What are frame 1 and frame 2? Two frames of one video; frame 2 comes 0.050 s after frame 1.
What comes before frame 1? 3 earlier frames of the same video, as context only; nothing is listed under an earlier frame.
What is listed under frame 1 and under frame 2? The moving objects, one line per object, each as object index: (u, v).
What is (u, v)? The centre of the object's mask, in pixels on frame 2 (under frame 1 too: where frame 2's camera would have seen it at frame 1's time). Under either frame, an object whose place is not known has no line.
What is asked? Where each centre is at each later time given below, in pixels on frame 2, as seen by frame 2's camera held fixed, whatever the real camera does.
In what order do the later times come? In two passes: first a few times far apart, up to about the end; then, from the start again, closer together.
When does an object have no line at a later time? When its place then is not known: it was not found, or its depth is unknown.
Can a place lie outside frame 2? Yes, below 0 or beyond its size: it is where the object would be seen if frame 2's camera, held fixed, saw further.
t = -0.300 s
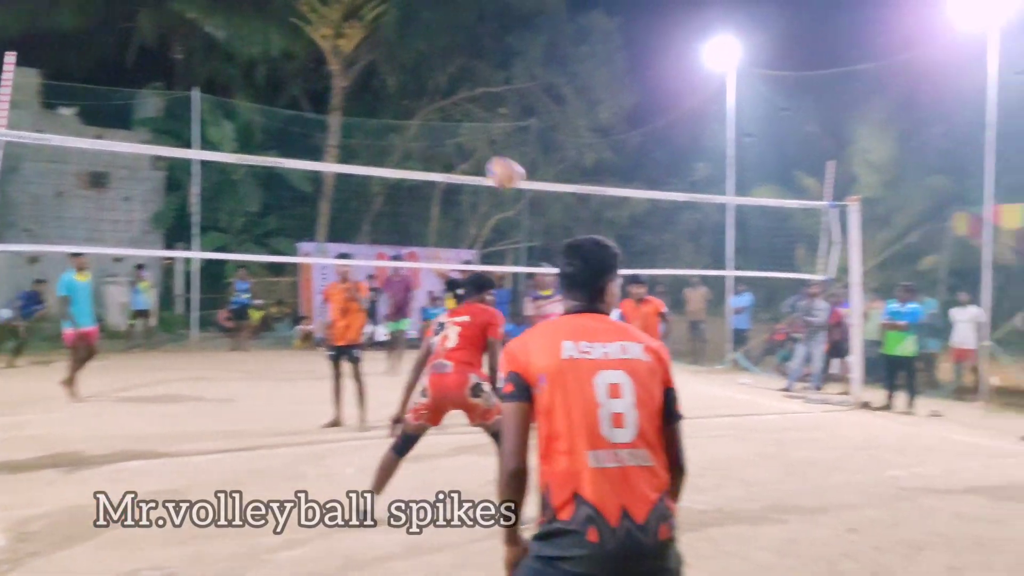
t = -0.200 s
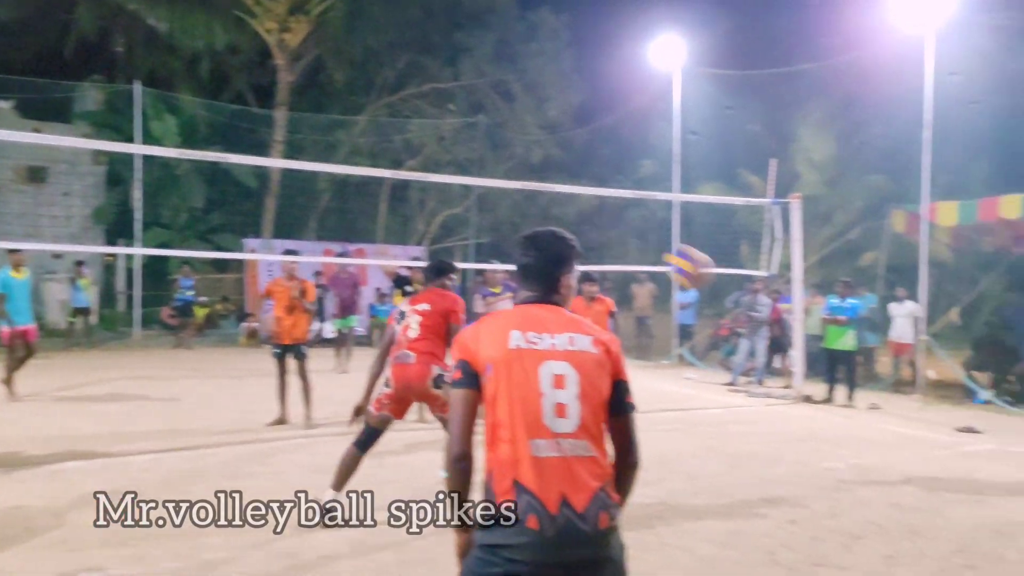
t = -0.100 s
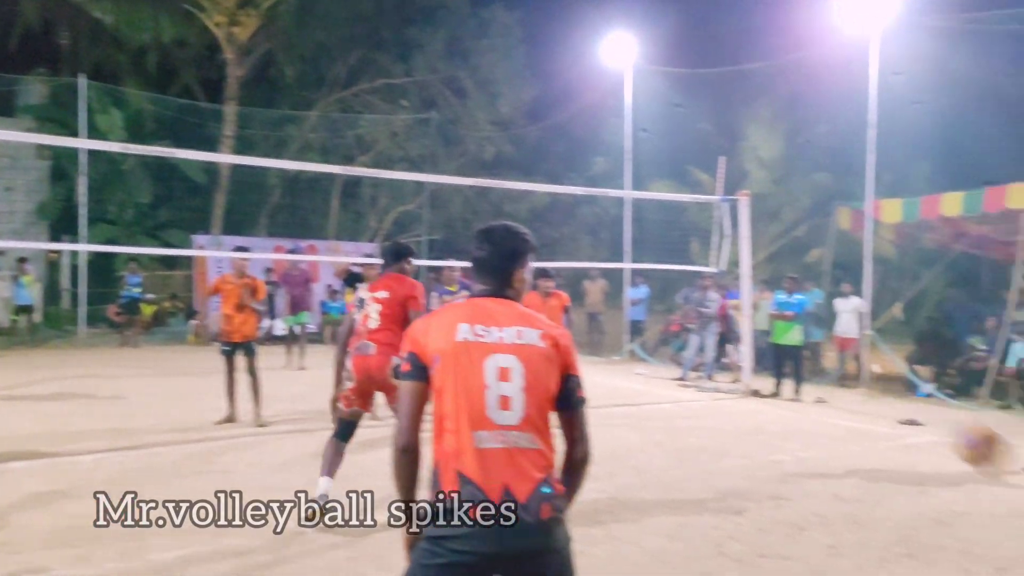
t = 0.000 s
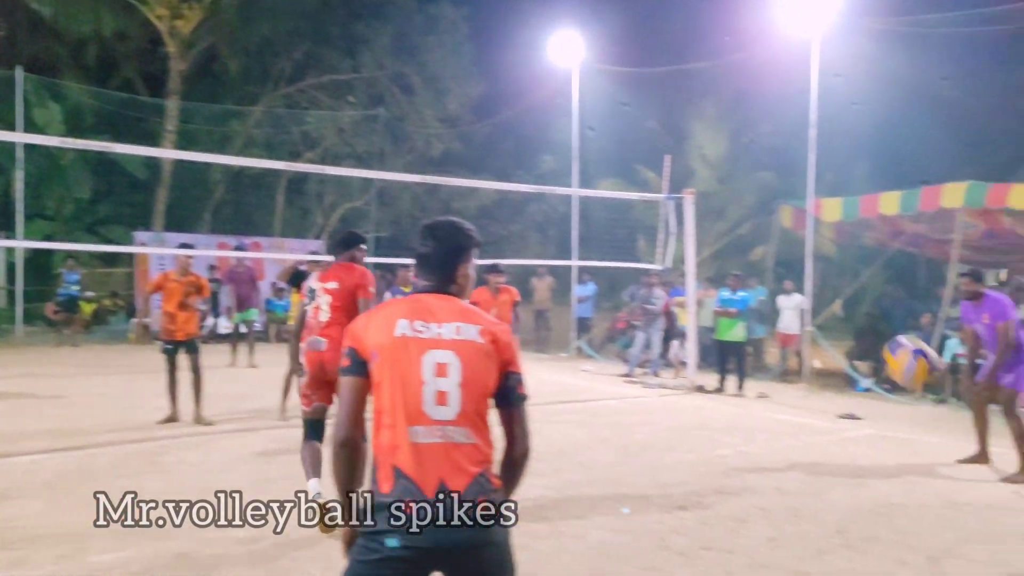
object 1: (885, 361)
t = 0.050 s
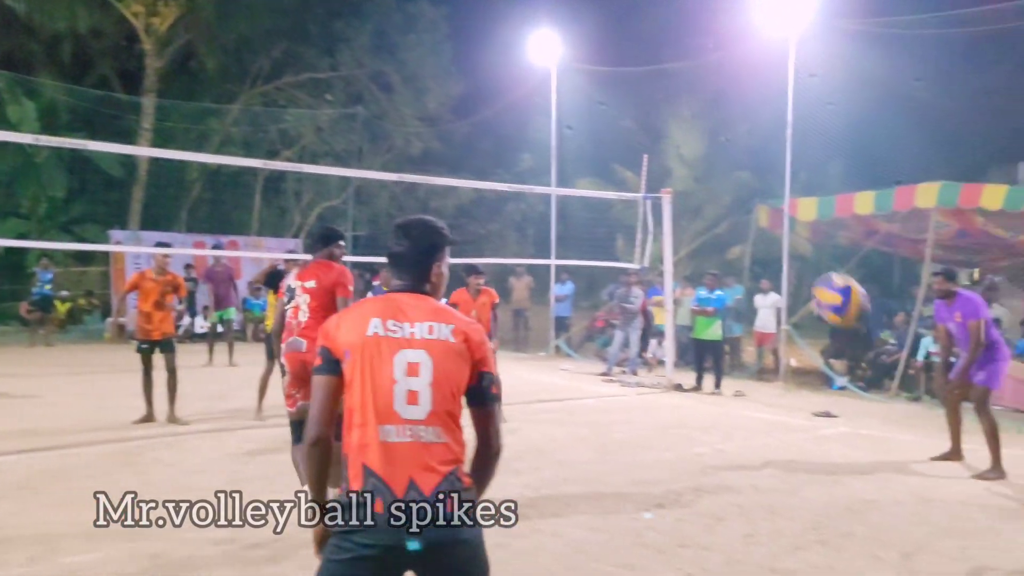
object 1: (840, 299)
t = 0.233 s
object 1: (683, 125)
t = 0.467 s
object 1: (494, 16)
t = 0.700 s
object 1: (313, 16)
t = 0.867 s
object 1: (185, 76)
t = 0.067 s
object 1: (825, 280)
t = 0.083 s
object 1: (812, 261)
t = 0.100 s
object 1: (798, 245)
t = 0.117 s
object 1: (780, 225)
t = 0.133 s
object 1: (767, 209)
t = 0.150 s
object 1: (752, 192)
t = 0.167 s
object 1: (739, 179)
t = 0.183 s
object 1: (725, 165)
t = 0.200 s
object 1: (710, 150)
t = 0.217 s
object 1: (697, 137)
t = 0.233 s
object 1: (683, 125)
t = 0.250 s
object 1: (669, 113)
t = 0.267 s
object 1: (656, 101)
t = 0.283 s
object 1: (642, 91)
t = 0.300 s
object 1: (628, 80)
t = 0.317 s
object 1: (615, 71)
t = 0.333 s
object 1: (602, 61)
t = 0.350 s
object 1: (590, 54)
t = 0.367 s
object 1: (578, 45)
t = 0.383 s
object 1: (562, 38)
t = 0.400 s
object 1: (548, 31)
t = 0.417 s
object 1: (534, 23)
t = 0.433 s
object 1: (520, 20)
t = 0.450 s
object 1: (507, 18)
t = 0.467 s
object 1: (494, 16)
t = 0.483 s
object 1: (481, 14)
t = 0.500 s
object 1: (468, 13)
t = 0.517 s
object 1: (456, 12)
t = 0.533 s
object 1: (443, 12)
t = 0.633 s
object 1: (364, 11)
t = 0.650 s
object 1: (352, 12)
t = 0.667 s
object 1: (339, 13)
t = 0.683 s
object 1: (326, 15)
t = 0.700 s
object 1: (313, 16)
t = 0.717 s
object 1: (300, 19)
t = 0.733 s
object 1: (287, 21)
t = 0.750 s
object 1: (275, 24)
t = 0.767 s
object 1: (262, 30)
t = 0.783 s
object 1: (249, 36)
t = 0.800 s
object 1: (237, 44)
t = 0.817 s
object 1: (224, 51)
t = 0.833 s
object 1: (211, 59)
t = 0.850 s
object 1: (198, 67)
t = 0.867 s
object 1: (185, 76)
